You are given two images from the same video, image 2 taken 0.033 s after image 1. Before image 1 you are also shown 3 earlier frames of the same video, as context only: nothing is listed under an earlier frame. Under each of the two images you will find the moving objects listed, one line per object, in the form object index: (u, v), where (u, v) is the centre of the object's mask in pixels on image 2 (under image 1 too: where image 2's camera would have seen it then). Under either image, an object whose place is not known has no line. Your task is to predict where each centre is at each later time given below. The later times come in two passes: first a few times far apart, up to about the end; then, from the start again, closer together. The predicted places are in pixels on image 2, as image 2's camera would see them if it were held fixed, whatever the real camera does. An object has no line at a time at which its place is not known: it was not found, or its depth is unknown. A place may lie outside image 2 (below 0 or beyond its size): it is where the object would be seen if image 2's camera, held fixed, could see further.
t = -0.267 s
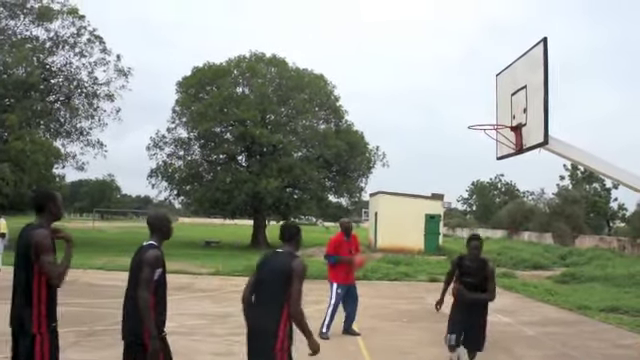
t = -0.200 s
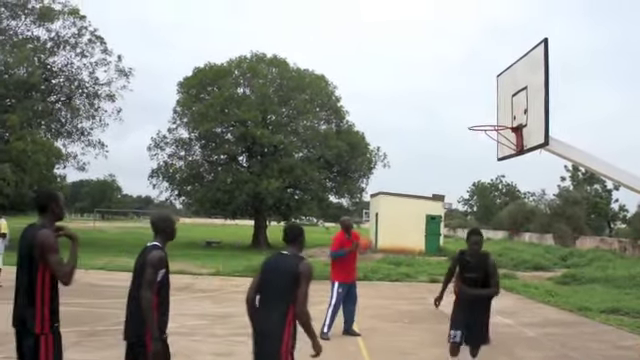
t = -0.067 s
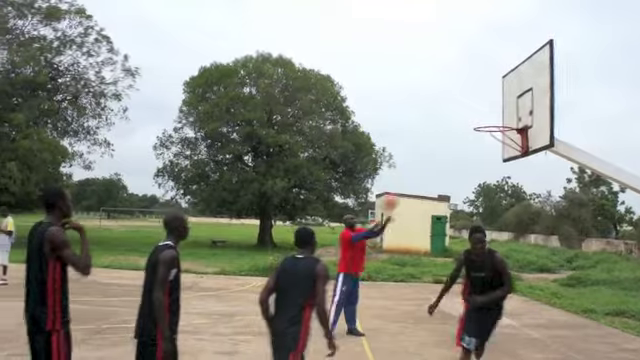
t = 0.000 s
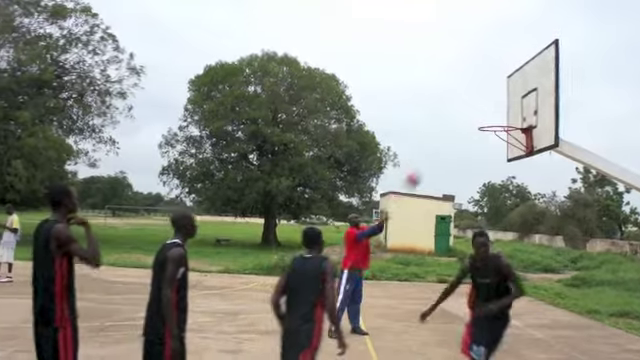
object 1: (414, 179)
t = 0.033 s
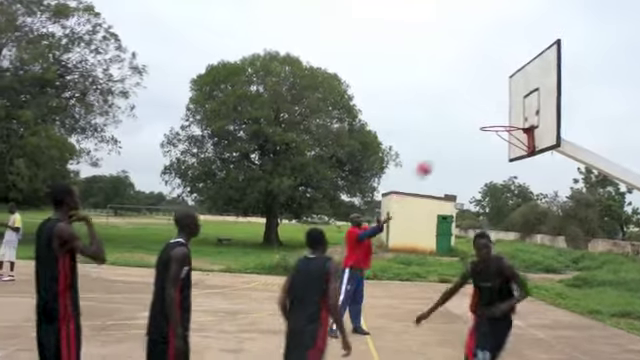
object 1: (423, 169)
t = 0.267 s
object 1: (497, 106)
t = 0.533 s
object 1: (483, 95)
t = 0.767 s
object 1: (438, 142)
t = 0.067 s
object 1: (433, 159)
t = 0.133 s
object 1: (453, 139)
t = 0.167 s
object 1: (464, 131)
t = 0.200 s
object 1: (474, 122)
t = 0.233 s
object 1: (485, 113)
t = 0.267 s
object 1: (497, 106)
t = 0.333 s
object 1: (515, 94)
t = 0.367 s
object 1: (511, 92)
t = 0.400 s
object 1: (505, 91)
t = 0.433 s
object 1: (500, 90)
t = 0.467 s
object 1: (494, 91)
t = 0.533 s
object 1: (483, 95)
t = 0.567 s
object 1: (477, 98)
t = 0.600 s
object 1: (471, 102)
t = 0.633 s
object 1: (464, 108)
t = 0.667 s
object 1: (457, 114)
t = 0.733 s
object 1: (444, 132)
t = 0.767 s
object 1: (438, 142)
